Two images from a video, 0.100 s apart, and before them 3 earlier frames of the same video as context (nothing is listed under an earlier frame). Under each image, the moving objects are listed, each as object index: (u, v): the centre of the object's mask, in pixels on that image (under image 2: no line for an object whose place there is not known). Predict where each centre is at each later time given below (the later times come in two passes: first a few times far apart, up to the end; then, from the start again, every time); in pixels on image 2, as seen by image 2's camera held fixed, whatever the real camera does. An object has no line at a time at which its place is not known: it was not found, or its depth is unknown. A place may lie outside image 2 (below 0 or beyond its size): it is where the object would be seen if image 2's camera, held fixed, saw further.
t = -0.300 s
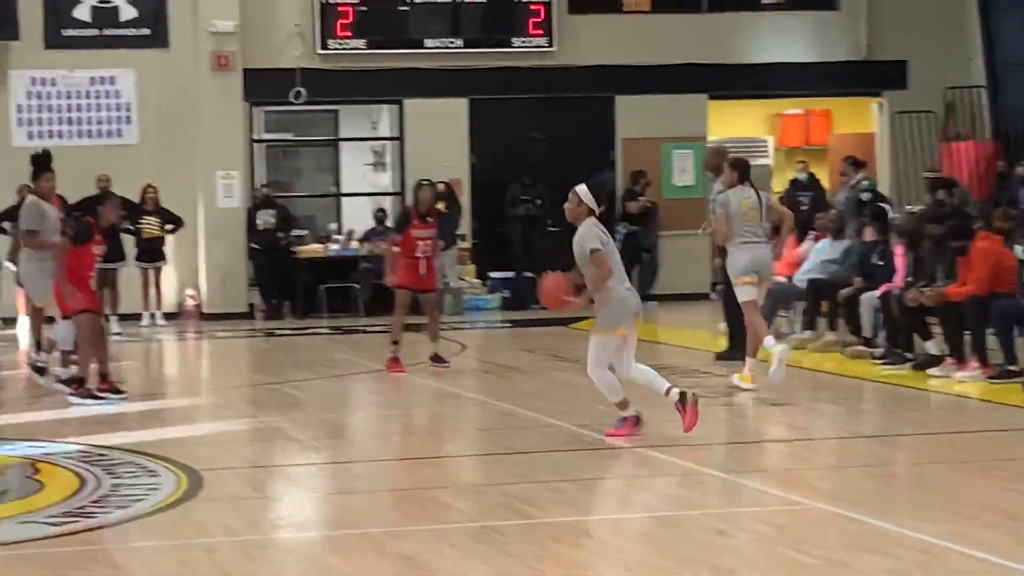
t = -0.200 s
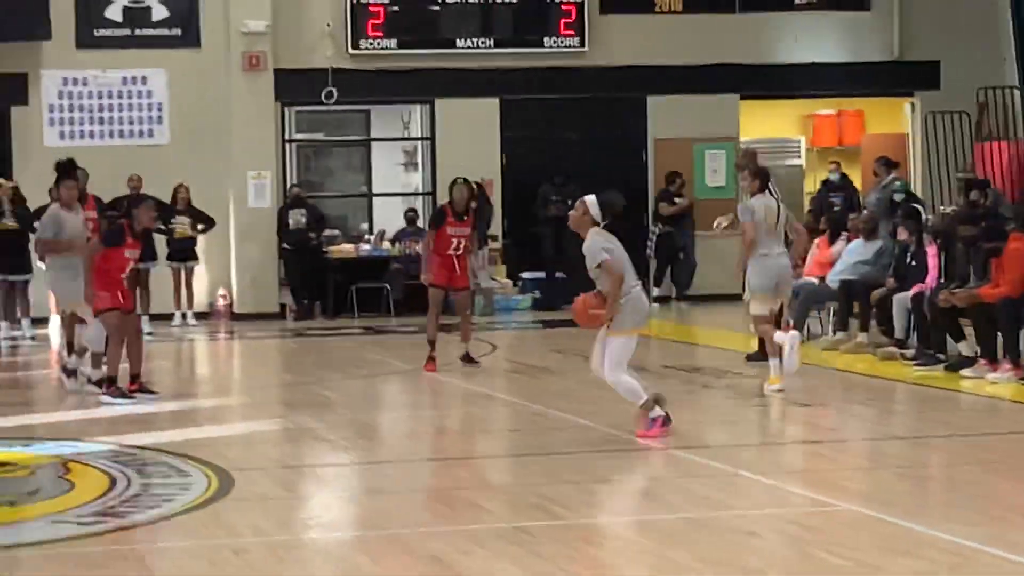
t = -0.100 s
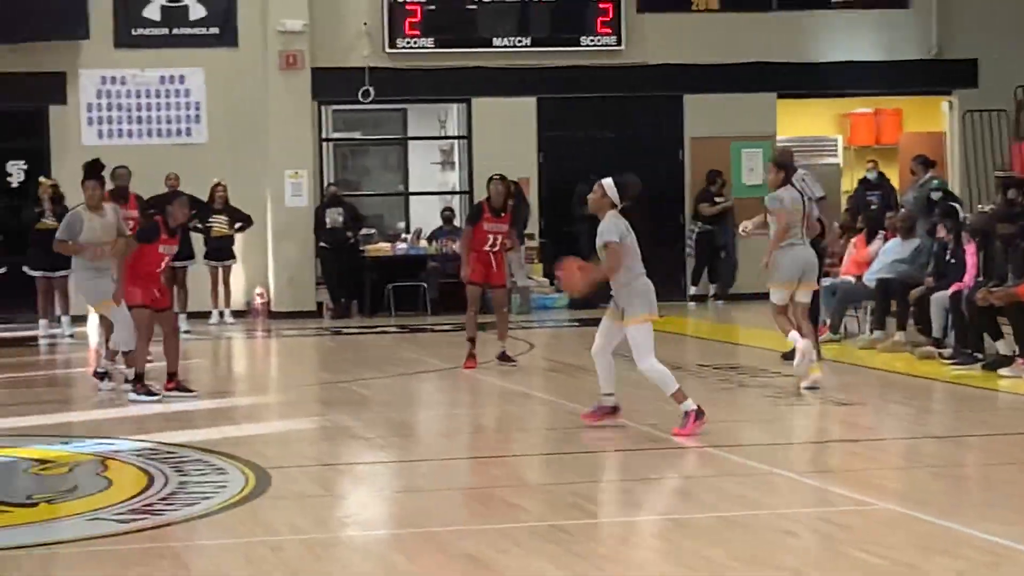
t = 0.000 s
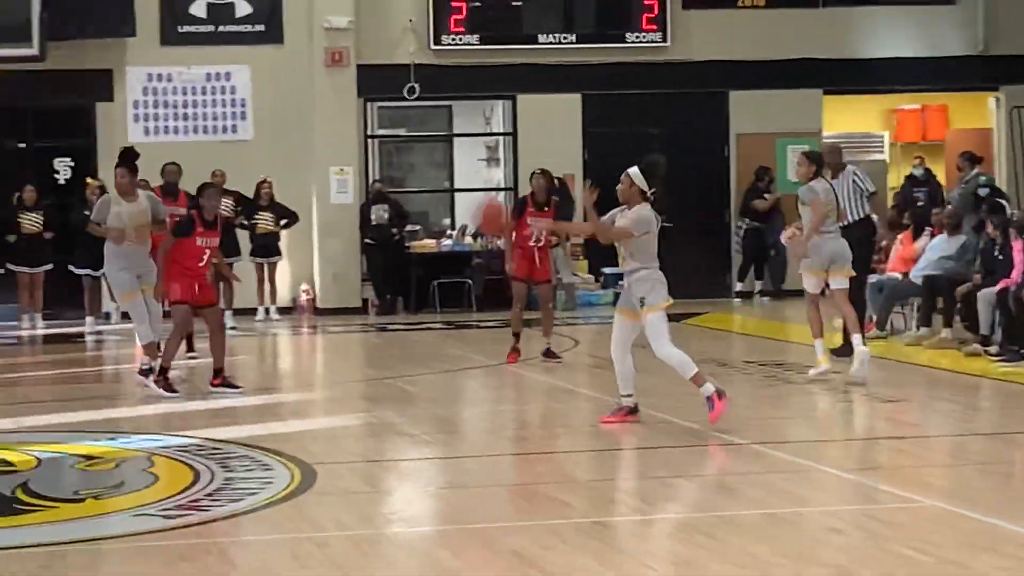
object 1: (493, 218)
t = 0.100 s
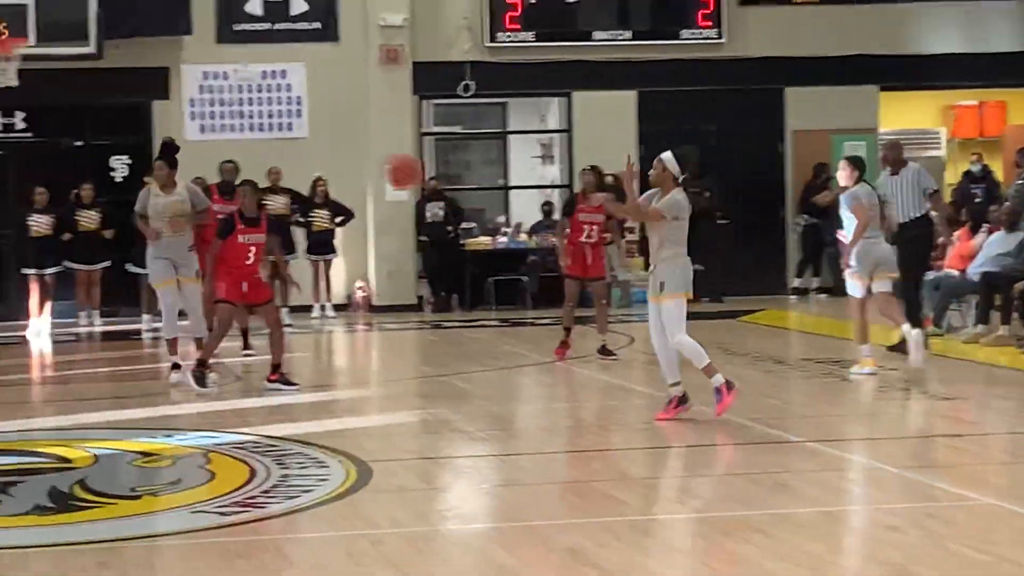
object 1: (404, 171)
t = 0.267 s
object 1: (176, 132)
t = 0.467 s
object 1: (-97, 131)
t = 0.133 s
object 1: (356, 160)
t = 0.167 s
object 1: (311, 151)
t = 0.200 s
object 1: (266, 143)
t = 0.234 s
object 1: (220, 137)
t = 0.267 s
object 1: (176, 132)
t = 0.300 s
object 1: (131, 127)
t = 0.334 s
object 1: (86, 125)
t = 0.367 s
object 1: (41, 124)
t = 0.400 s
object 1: (-4, 125)
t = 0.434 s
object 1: (-50, 127)
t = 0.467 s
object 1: (-97, 131)
